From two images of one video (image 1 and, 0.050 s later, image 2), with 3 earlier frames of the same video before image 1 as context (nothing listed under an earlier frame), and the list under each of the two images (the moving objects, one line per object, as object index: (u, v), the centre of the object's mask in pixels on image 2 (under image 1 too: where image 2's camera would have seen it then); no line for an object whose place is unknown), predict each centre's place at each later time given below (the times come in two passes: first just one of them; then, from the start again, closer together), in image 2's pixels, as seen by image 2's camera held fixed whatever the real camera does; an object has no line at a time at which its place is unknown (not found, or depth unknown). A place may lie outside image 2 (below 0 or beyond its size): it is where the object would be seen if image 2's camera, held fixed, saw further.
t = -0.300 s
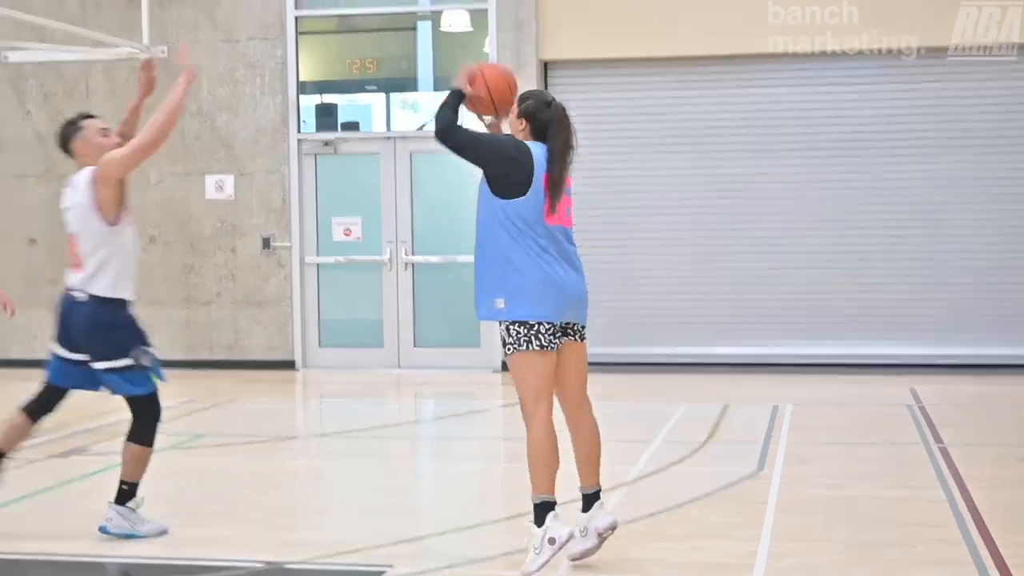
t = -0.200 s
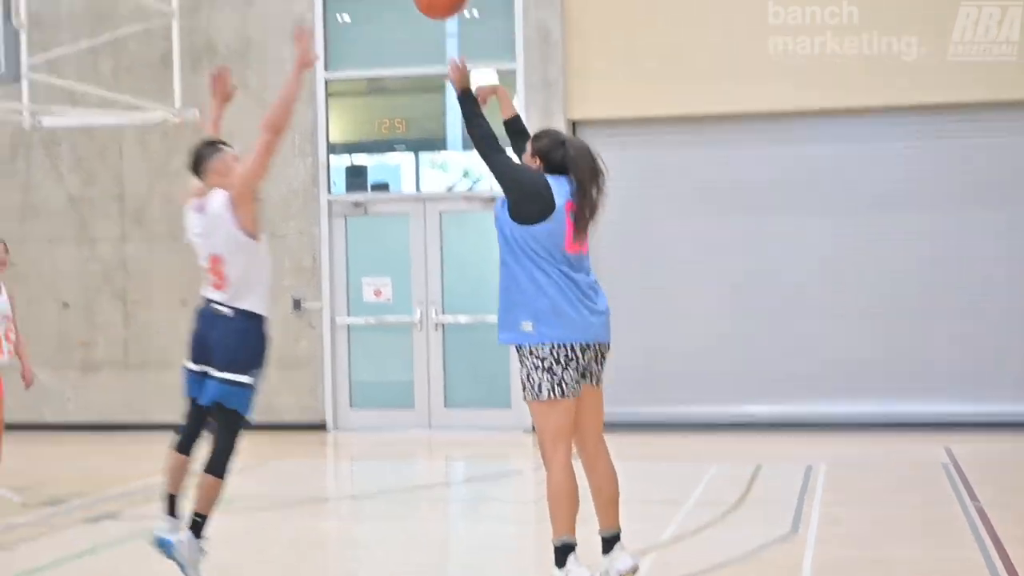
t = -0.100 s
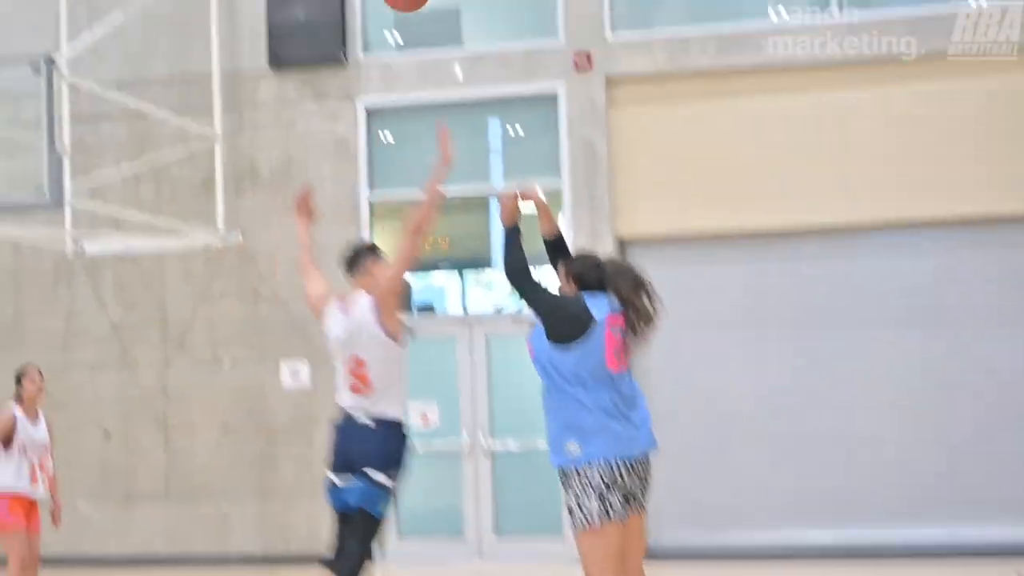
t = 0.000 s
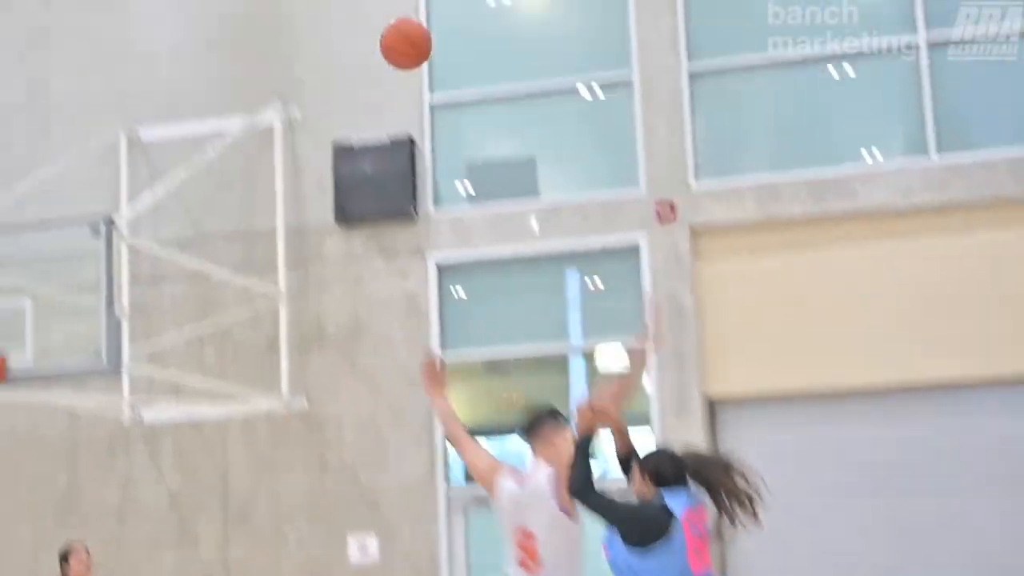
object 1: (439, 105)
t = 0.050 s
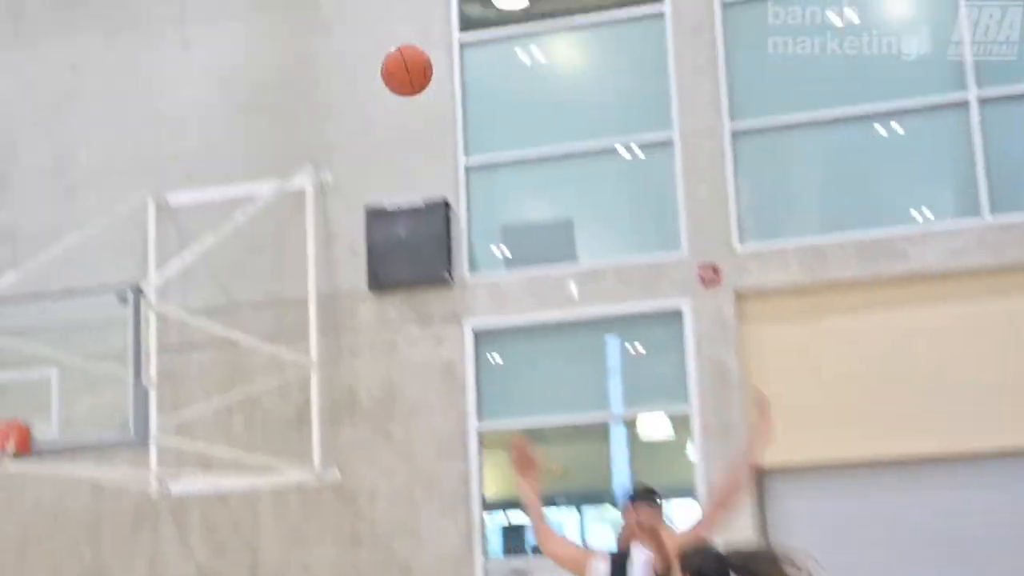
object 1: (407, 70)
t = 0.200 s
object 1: (319, 6)
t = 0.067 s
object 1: (396, 60)
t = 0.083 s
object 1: (386, 51)
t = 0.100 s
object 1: (376, 43)
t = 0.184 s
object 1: (328, 10)
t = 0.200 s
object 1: (319, 6)
